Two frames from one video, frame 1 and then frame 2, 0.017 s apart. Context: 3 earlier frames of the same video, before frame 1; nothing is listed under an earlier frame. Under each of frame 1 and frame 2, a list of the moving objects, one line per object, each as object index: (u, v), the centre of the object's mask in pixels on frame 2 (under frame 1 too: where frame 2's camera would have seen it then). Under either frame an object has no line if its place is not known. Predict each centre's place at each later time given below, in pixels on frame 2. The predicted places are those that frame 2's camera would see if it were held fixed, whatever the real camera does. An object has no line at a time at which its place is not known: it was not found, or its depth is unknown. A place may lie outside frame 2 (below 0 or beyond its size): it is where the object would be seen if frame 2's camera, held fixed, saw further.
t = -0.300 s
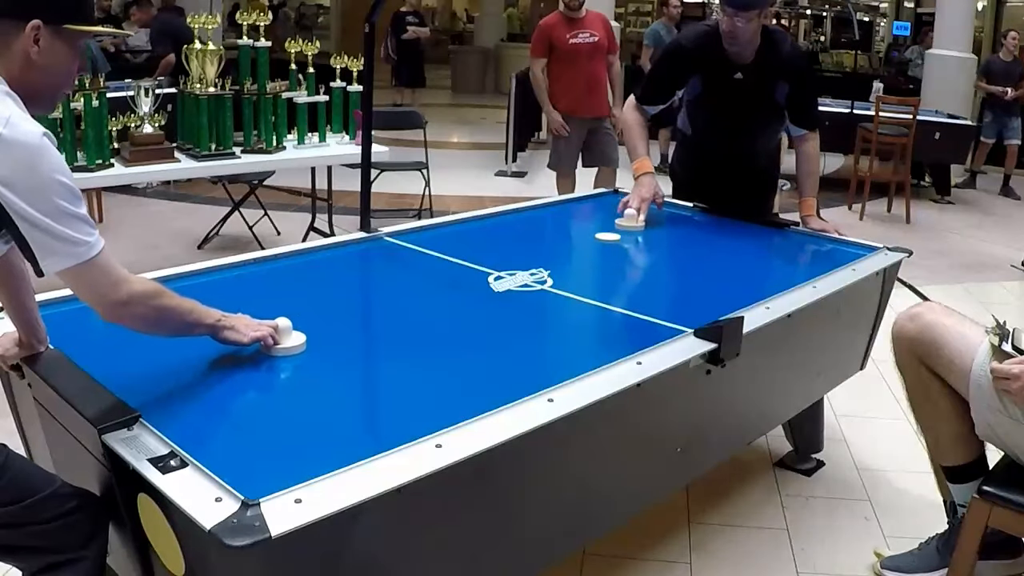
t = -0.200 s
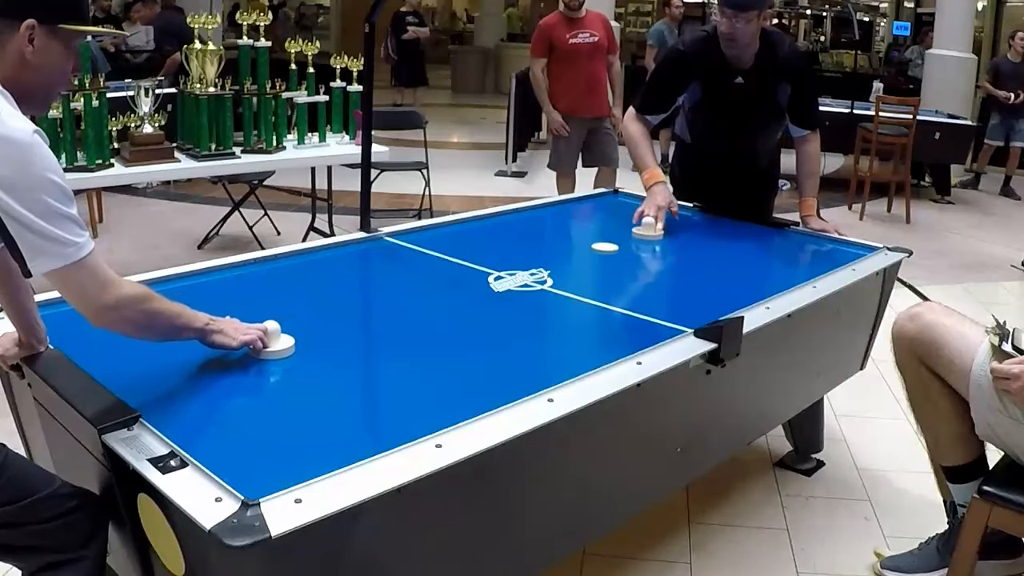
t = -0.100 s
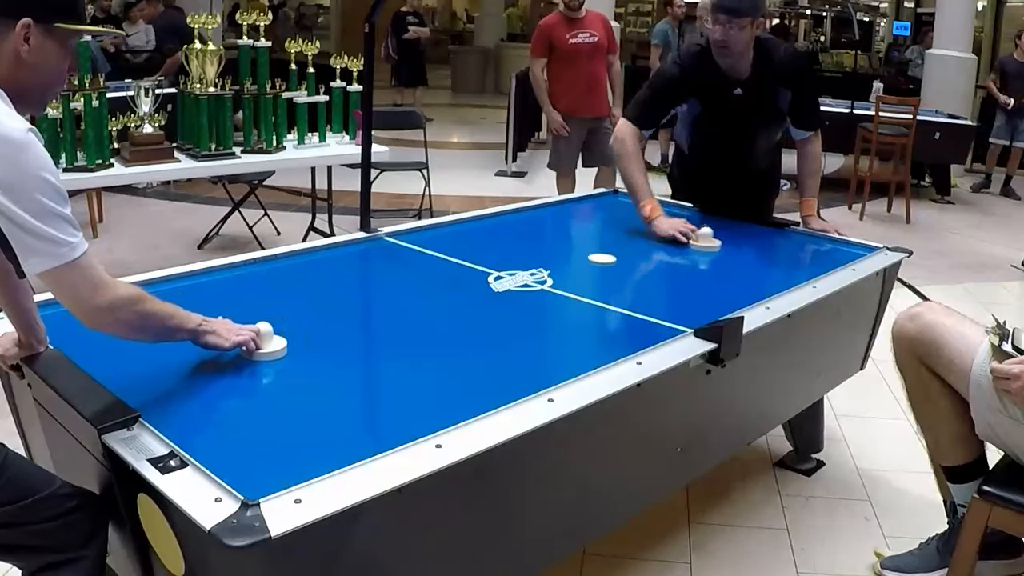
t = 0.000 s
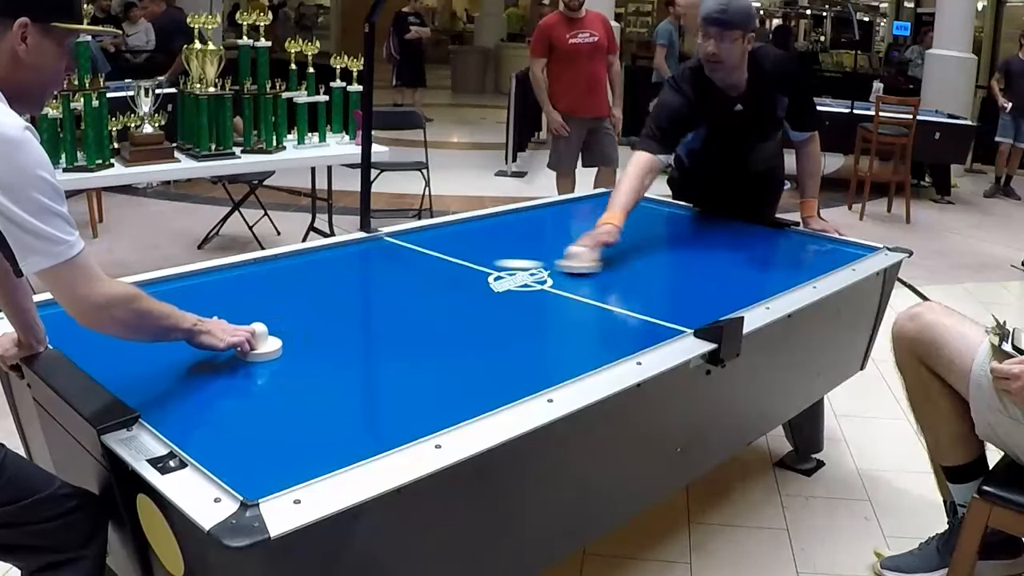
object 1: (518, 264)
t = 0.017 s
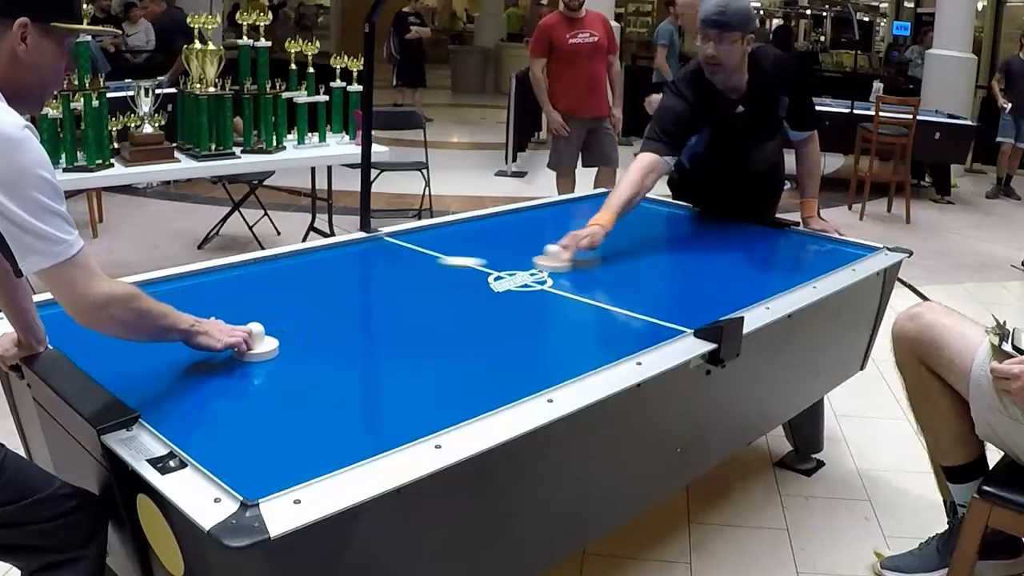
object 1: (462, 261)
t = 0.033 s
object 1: (405, 259)
